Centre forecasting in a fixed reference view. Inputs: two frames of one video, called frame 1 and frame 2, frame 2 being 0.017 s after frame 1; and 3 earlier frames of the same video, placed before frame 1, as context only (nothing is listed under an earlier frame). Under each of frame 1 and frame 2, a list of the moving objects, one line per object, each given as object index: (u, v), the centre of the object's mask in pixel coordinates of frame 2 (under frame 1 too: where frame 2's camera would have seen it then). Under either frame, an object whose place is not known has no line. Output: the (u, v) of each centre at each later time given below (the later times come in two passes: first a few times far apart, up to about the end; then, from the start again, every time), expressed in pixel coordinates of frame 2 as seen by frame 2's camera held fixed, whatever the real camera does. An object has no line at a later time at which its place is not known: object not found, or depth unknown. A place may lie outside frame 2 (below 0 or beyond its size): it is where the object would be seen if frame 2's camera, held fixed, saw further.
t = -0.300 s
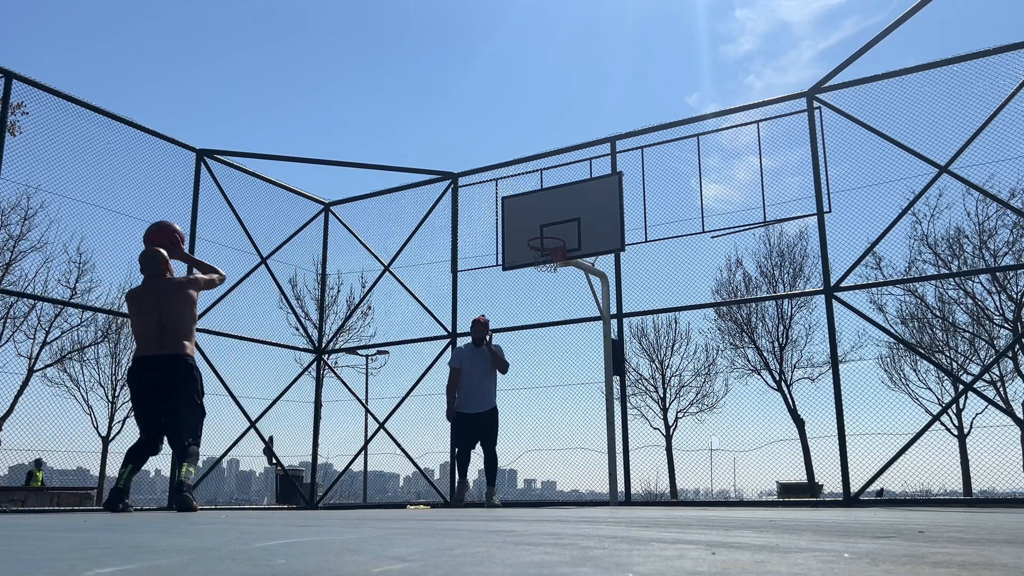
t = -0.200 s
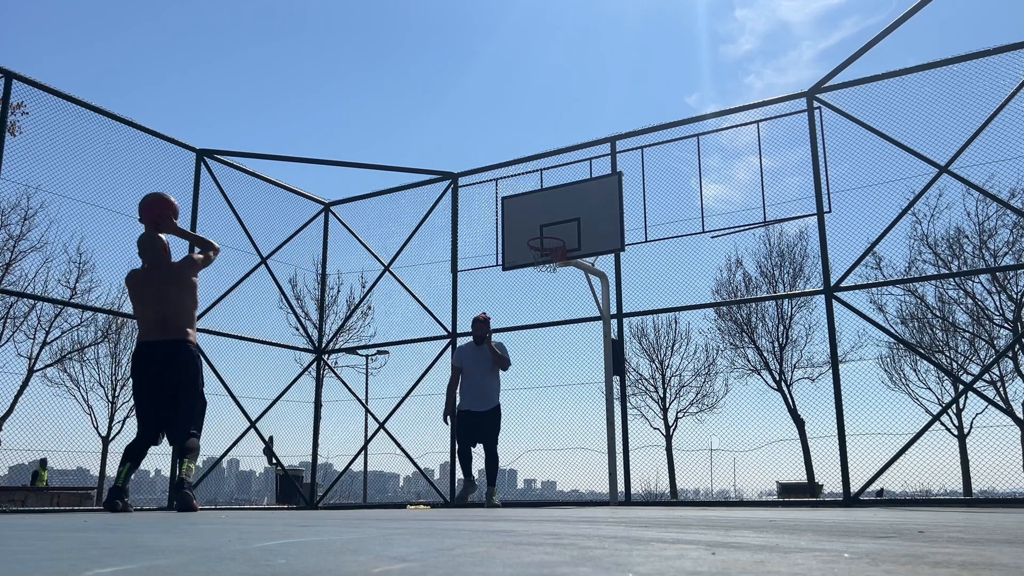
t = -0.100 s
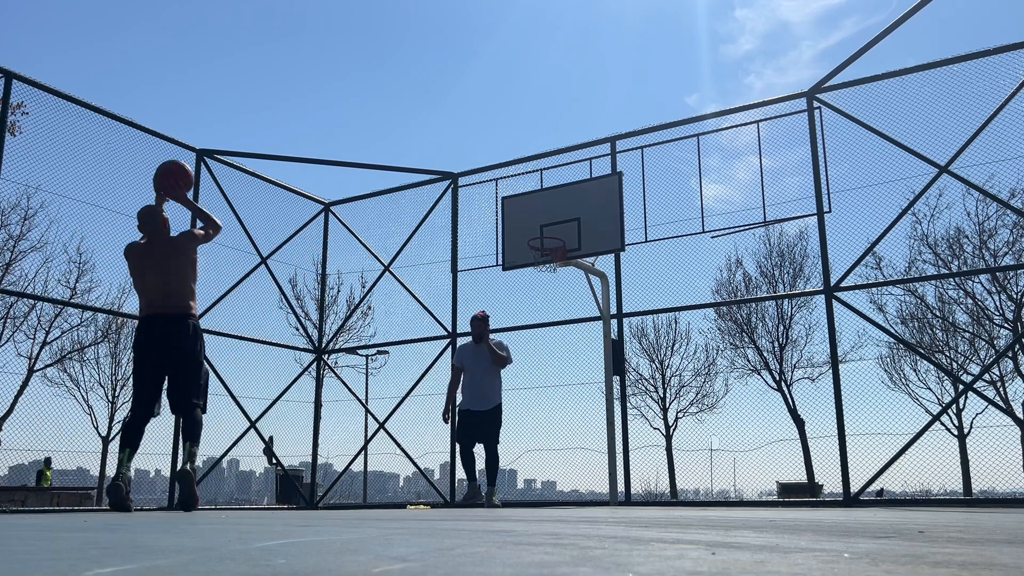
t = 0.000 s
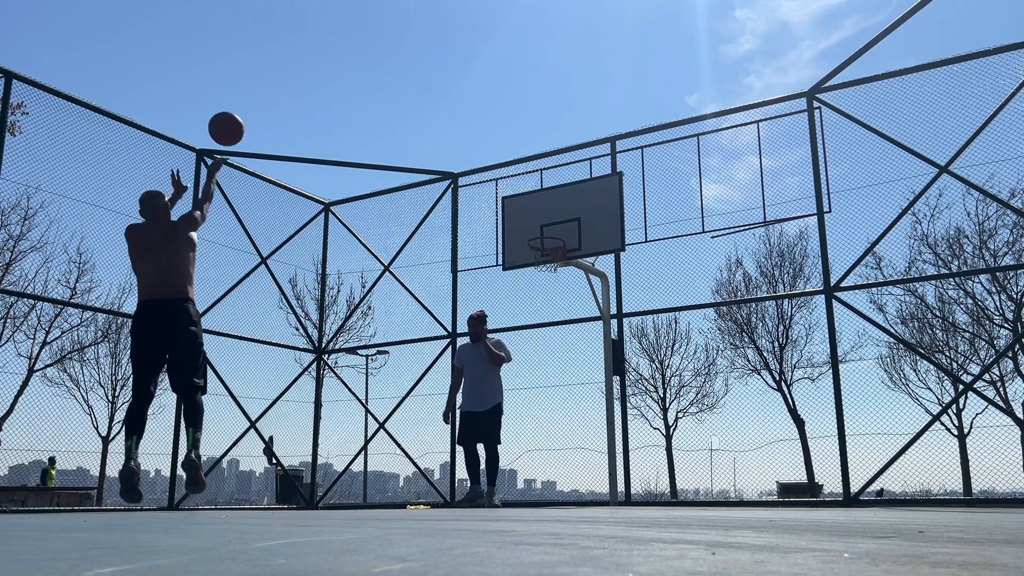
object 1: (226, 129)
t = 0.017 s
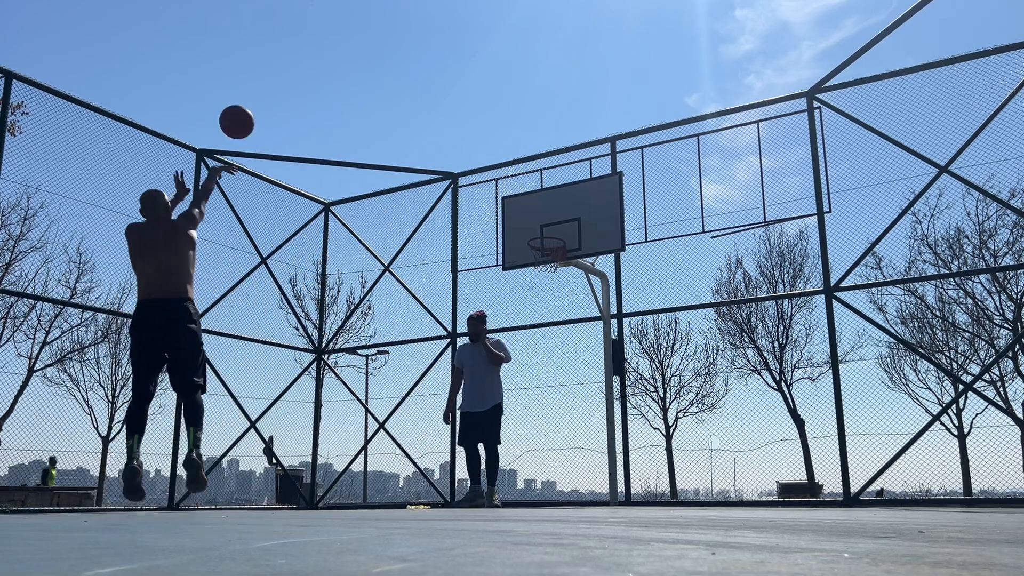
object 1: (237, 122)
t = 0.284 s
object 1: (367, 73)
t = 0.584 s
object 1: (464, 107)
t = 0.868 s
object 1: (529, 192)
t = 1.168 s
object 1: (569, 218)
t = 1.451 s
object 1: (556, 214)
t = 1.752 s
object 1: (542, 282)
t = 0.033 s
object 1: (247, 115)
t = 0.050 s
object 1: (257, 110)
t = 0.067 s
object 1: (266, 104)
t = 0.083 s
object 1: (276, 100)
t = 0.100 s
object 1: (284, 95)
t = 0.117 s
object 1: (293, 91)
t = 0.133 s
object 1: (301, 88)
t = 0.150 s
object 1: (310, 85)
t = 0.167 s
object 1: (317, 82)
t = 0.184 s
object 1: (325, 80)
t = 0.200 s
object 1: (333, 78)
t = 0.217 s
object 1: (340, 76)
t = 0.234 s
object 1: (347, 75)
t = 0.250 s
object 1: (354, 74)
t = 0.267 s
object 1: (361, 73)
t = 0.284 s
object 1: (367, 73)
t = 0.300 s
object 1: (373, 73)
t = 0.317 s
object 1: (380, 73)
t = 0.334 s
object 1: (386, 73)
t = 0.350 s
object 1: (392, 74)
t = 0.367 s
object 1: (398, 75)
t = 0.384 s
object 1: (403, 76)
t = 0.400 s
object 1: (409, 78)
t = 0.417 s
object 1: (414, 79)
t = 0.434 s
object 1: (420, 81)
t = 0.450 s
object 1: (425, 83)
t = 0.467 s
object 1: (430, 86)
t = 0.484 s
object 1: (435, 88)
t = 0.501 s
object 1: (440, 91)
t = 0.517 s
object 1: (445, 94)
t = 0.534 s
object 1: (450, 97)
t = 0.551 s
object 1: (455, 100)
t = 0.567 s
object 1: (459, 103)
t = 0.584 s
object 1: (464, 107)
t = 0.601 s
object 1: (468, 110)
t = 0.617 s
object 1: (473, 114)
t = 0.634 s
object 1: (477, 118)
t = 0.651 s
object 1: (481, 123)
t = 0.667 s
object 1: (485, 127)
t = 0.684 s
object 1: (489, 132)
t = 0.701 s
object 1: (493, 136)
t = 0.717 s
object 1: (497, 141)
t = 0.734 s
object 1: (501, 146)
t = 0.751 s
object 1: (505, 151)
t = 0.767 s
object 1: (508, 157)
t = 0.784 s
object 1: (512, 162)
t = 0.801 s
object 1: (516, 167)
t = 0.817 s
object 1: (519, 174)
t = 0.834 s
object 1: (523, 180)
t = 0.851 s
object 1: (526, 185)
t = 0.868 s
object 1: (529, 192)
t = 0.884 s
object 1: (533, 198)
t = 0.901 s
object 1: (537, 204)
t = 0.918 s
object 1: (540, 210)
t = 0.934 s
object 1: (543, 217)
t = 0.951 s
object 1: (546, 224)
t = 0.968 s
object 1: (548, 229)
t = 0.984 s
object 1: (550, 227)
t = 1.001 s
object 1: (552, 225)
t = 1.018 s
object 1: (554, 224)
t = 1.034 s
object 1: (555, 222)
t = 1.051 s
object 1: (557, 221)
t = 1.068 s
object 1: (559, 220)
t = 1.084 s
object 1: (561, 219)
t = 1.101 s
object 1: (562, 218)
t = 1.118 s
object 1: (564, 218)
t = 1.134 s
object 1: (566, 218)
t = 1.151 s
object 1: (568, 218)
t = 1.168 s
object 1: (569, 218)
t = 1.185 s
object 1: (568, 216)
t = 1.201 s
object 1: (568, 214)
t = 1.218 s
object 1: (567, 213)
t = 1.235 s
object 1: (566, 212)
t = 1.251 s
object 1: (565, 211)
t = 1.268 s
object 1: (564, 210)
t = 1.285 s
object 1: (564, 210)
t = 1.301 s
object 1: (563, 209)
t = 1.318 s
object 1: (562, 209)
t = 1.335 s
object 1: (561, 209)
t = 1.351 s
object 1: (561, 209)
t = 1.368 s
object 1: (560, 209)
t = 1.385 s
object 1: (559, 210)
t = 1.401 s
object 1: (559, 211)
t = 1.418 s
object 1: (558, 212)
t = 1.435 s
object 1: (557, 213)
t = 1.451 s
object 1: (556, 214)
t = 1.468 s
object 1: (555, 217)
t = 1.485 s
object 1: (554, 219)
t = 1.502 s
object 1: (553, 221)
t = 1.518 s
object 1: (553, 224)
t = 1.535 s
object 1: (552, 226)
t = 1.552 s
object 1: (551, 229)
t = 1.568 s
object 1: (550, 232)
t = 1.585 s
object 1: (550, 235)
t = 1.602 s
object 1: (549, 239)
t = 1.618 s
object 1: (547, 243)
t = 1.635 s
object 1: (546, 246)
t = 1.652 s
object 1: (546, 252)
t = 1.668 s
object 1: (545, 256)
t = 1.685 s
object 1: (546, 259)
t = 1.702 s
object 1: (545, 265)
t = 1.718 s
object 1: (543, 272)
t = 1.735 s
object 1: (542, 277)
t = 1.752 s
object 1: (542, 282)
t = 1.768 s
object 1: (541, 289)
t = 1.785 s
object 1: (540, 295)
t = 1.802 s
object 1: (539, 301)
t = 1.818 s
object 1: (538, 308)
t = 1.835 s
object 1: (537, 316)
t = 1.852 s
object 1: (537, 323)
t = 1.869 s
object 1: (536, 331)
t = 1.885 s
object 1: (535, 339)
